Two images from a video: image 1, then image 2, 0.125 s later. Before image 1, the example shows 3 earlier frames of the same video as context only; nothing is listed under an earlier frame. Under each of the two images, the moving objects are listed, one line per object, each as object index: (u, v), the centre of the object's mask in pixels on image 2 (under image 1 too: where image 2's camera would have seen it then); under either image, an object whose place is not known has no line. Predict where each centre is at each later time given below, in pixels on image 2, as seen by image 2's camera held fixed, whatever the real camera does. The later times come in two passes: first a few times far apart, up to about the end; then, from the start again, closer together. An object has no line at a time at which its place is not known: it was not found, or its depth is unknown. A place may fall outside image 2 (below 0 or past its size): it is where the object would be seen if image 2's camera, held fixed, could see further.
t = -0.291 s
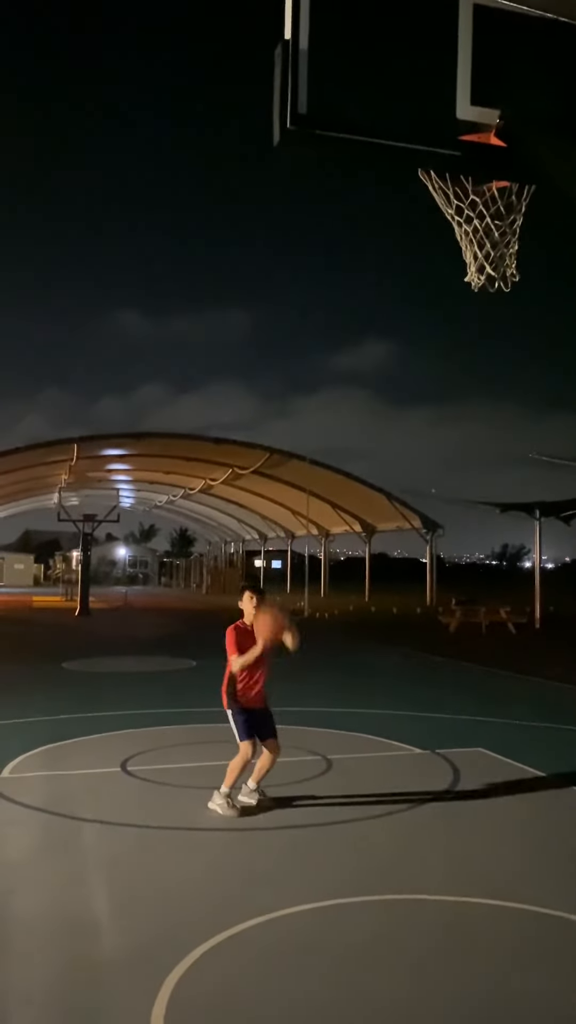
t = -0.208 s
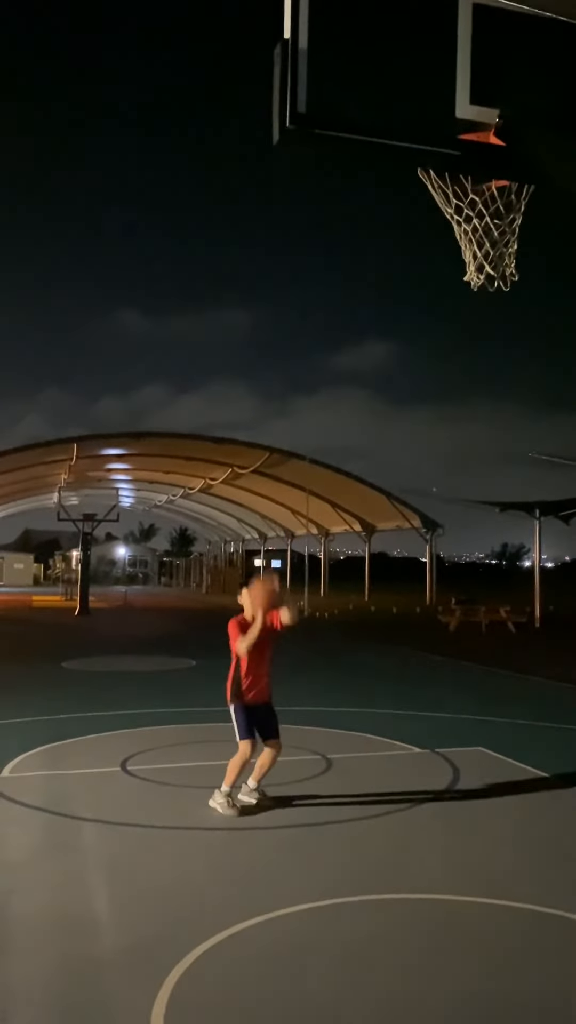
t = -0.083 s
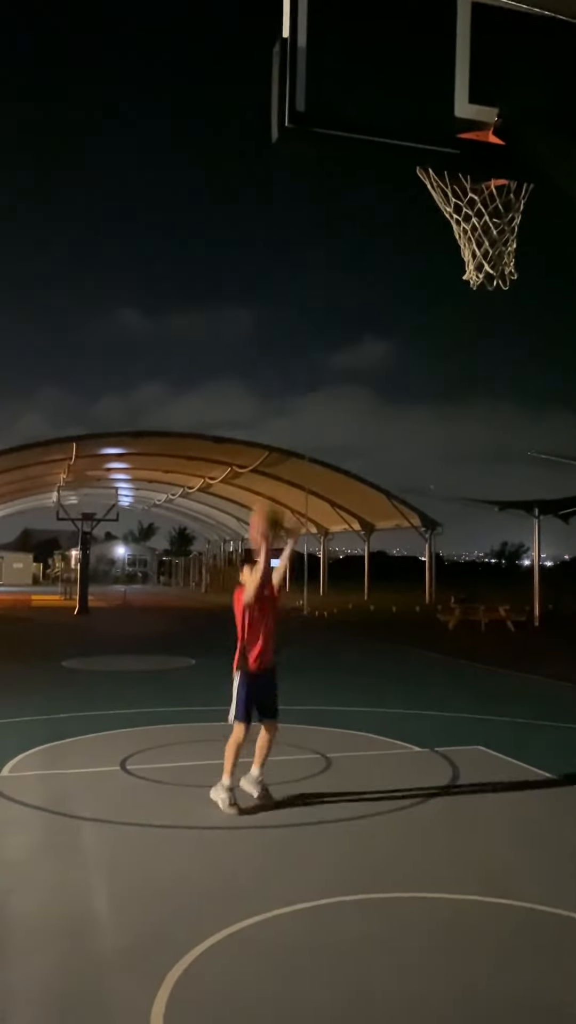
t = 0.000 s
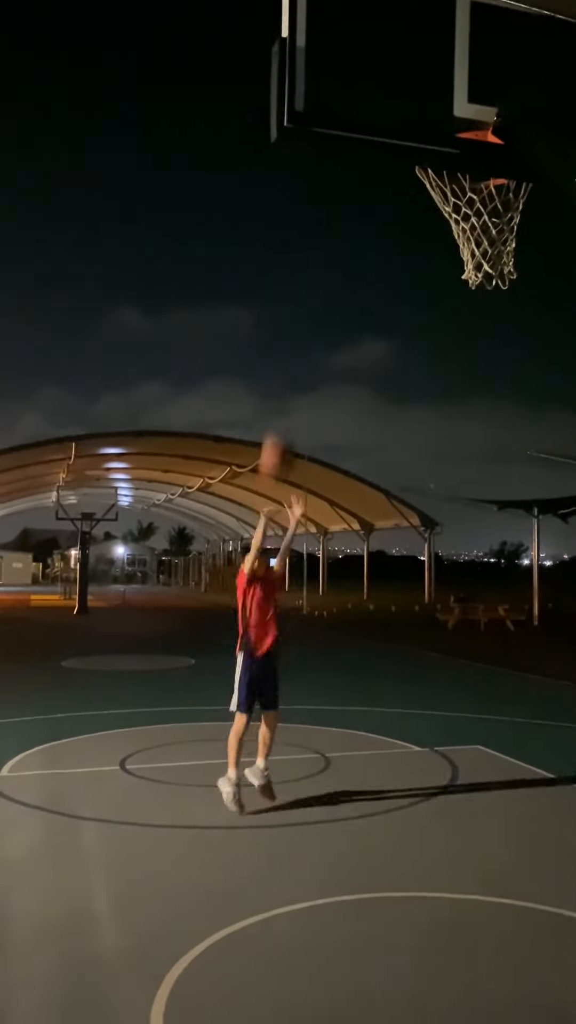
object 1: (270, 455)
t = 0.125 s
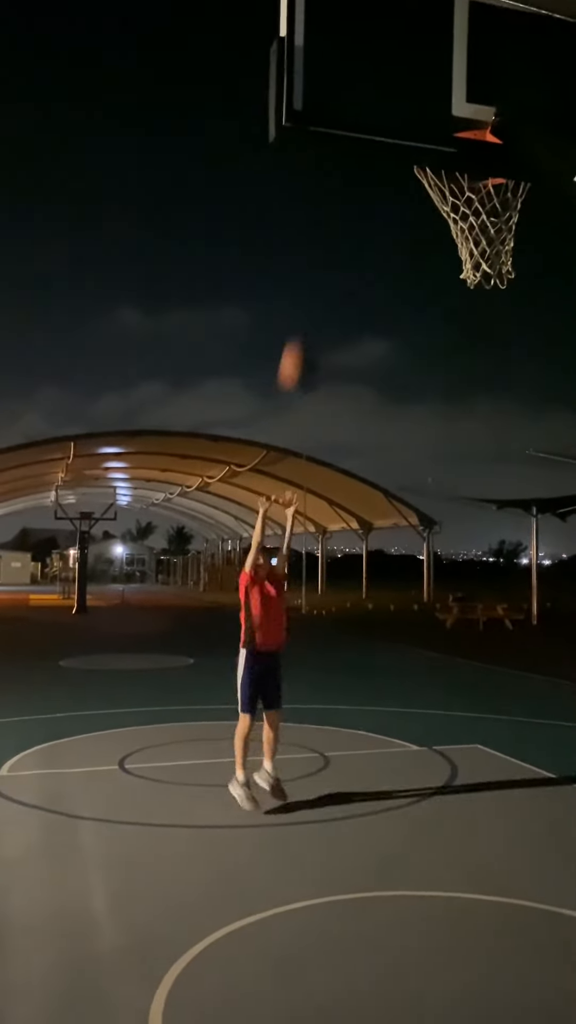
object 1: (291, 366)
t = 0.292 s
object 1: (326, 268)
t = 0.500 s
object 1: (377, 193)
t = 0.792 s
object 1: (422, 231)
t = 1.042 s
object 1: (395, 386)
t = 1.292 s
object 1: (377, 594)
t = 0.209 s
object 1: (306, 314)
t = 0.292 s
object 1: (326, 268)
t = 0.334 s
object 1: (335, 248)
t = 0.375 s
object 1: (344, 231)
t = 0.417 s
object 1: (354, 216)
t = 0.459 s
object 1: (366, 203)
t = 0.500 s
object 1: (377, 193)
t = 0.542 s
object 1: (389, 187)
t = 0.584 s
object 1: (400, 186)
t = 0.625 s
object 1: (410, 187)
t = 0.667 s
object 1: (420, 190)
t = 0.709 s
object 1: (429, 203)
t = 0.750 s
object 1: (425, 218)
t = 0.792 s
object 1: (422, 231)
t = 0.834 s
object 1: (417, 250)
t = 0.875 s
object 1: (412, 275)
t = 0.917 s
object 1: (408, 300)
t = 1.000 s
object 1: (399, 356)
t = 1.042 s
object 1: (395, 386)
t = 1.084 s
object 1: (394, 418)
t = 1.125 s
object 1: (393, 449)
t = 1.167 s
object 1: (385, 483)
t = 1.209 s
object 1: (381, 520)
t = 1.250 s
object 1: (377, 558)
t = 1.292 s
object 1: (377, 594)
